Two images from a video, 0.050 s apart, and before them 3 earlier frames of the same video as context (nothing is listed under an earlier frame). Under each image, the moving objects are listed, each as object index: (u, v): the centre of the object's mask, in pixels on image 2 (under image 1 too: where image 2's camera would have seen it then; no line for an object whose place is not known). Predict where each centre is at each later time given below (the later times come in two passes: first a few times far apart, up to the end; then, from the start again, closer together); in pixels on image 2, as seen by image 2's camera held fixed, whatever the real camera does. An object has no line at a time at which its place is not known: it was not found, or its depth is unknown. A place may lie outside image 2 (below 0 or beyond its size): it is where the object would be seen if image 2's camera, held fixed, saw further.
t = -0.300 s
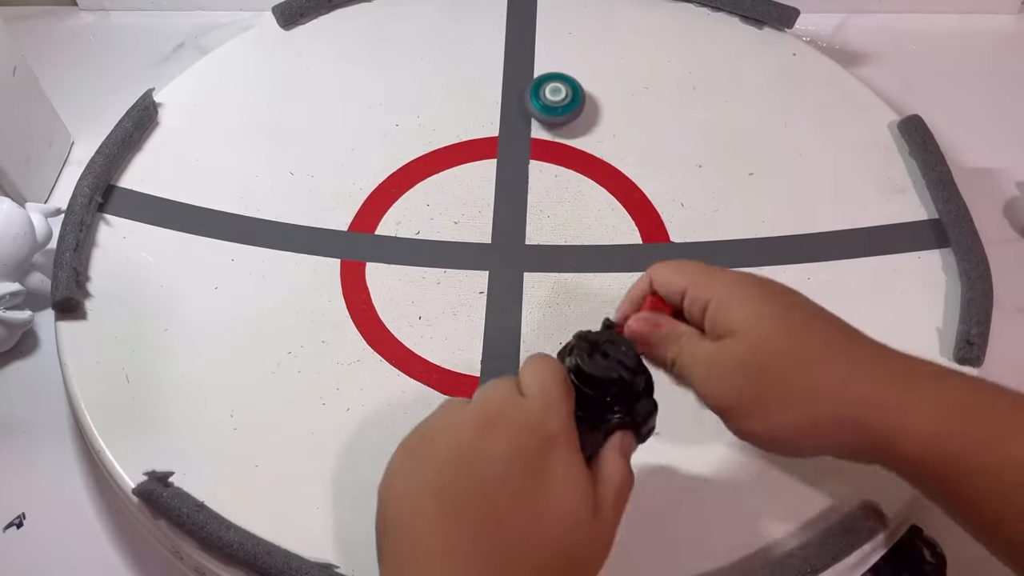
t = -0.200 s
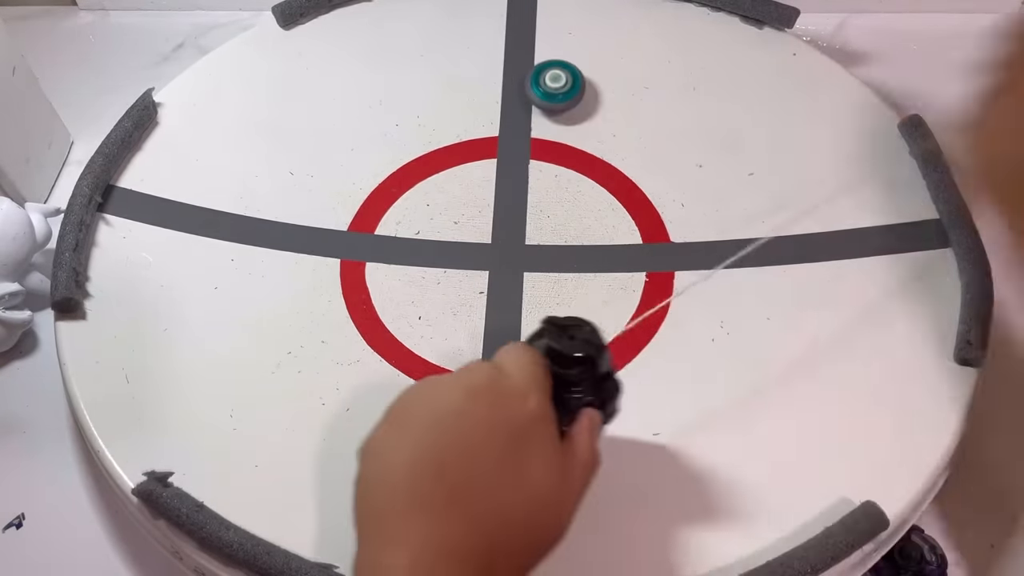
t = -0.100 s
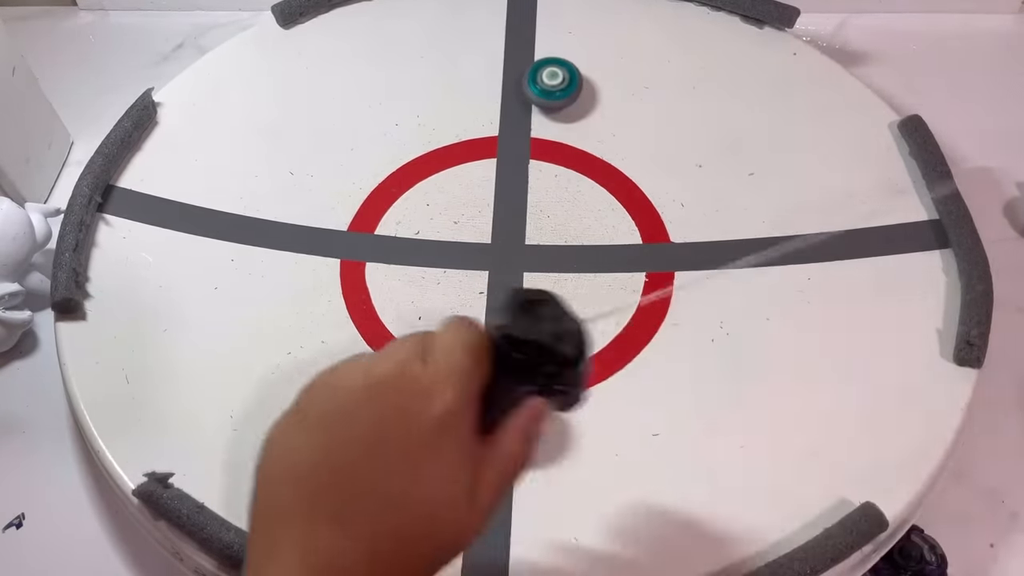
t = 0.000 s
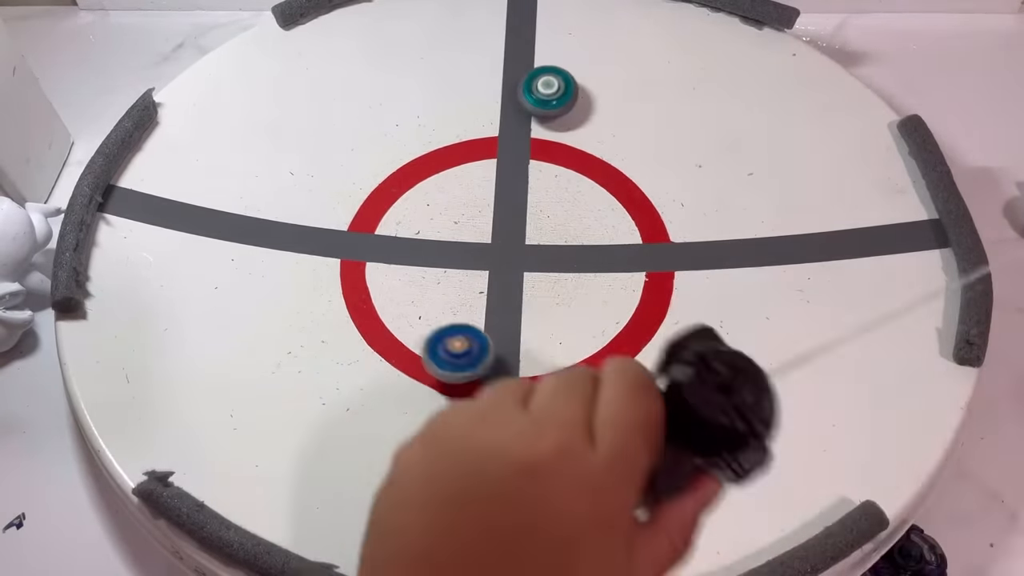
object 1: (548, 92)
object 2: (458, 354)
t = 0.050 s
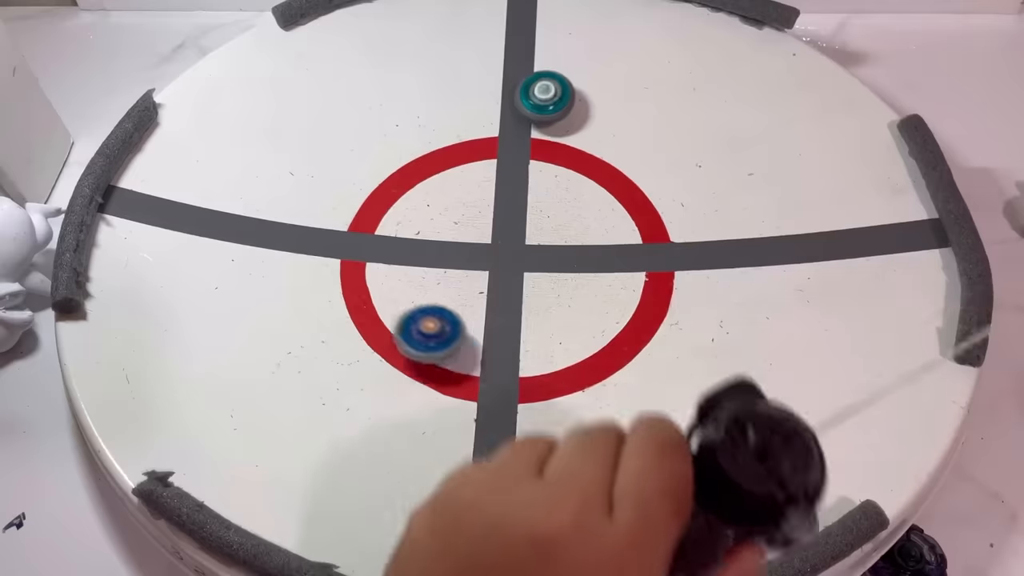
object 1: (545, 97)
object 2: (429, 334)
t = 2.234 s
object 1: (613, 348)
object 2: (441, 48)
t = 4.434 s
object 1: (585, 245)
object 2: (465, 346)
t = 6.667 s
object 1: (498, 343)
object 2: (573, 148)
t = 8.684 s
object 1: (591, 239)
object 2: (344, 242)
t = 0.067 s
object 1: (544, 99)
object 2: (418, 327)
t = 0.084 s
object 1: (544, 101)
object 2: (408, 322)
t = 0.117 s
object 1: (544, 107)
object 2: (386, 314)
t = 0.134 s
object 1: (544, 109)
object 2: (376, 312)
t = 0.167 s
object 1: (546, 114)
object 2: (350, 309)
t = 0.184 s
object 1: (547, 118)
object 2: (337, 308)
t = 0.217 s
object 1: (549, 123)
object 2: (308, 307)
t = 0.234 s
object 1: (551, 126)
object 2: (295, 307)
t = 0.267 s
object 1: (555, 132)
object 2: (270, 313)
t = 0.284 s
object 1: (558, 134)
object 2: (259, 320)
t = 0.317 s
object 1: (563, 138)
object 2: (240, 330)
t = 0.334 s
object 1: (565, 140)
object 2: (230, 339)
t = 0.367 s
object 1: (570, 145)
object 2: (218, 357)
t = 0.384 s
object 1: (571, 147)
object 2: (215, 366)
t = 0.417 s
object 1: (577, 152)
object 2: (217, 386)
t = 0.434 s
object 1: (579, 155)
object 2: (222, 396)
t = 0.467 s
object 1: (584, 161)
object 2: (240, 414)
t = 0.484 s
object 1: (587, 163)
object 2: (253, 421)
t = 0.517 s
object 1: (593, 169)
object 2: (286, 431)
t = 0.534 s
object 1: (595, 173)
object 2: (305, 433)
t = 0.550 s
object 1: (598, 175)
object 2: (325, 432)
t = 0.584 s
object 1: (603, 183)
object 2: (368, 424)
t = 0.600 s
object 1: (606, 186)
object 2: (385, 419)
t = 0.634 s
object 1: (611, 192)
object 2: (421, 399)
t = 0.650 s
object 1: (614, 195)
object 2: (436, 387)
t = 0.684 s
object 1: (619, 200)
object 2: (458, 363)
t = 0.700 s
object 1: (622, 203)
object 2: (467, 347)
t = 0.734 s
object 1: (626, 208)
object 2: (482, 314)
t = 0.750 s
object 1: (629, 211)
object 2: (486, 300)
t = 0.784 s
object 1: (636, 216)
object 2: (489, 270)
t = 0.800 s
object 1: (638, 218)
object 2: (487, 255)
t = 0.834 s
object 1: (645, 223)
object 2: (479, 225)
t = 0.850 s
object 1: (649, 226)
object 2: (474, 213)
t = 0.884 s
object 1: (660, 232)
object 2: (460, 187)
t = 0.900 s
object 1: (664, 234)
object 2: (449, 175)
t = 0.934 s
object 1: (673, 238)
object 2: (429, 153)
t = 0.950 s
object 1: (677, 241)
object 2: (417, 143)
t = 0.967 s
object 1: (680, 242)
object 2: (403, 133)
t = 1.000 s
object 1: (688, 245)
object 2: (374, 118)
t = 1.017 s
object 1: (691, 246)
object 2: (360, 111)
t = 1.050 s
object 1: (699, 249)
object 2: (328, 101)
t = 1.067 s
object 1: (702, 250)
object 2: (313, 98)
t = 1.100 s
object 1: (709, 254)
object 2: (282, 95)
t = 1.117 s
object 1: (712, 254)
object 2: (267, 95)
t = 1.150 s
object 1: (719, 257)
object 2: (236, 98)
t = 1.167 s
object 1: (721, 258)
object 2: (221, 102)
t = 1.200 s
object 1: (725, 260)
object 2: (192, 114)
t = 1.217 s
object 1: (727, 261)
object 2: (180, 122)
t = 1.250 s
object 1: (730, 263)
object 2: (161, 148)
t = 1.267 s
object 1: (731, 263)
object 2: (156, 167)
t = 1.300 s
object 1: (732, 265)
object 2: (156, 200)
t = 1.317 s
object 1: (733, 266)
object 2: (159, 215)
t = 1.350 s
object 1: (734, 267)
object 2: (175, 245)
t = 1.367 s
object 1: (734, 267)
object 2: (186, 259)
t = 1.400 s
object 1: (734, 269)
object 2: (218, 285)
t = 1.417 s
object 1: (733, 270)
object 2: (237, 295)
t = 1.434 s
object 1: (733, 271)
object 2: (256, 304)
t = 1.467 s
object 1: (731, 272)
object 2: (301, 319)
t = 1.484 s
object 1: (731, 272)
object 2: (325, 324)
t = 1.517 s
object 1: (727, 274)
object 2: (374, 329)
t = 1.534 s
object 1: (724, 274)
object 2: (396, 331)
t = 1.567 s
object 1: (721, 276)
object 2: (444, 325)
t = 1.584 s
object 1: (718, 276)
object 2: (467, 319)
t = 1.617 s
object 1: (713, 277)
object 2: (509, 306)
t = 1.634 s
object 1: (710, 278)
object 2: (530, 298)
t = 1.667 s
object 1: (704, 278)
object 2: (567, 279)
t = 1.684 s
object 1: (701, 279)
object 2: (583, 267)
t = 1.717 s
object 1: (694, 280)
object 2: (613, 242)
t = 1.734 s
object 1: (691, 281)
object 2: (626, 231)
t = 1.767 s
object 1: (684, 283)
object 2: (646, 200)
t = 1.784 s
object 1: (680, 284)
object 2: (652, 187)
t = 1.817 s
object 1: (674, 287)
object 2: (667, 159)
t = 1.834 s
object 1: (670, 288)
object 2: (671, 145)
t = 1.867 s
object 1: (663, 292)
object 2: (676, 116)
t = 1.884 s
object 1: (660, 295)
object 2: (677, 103)
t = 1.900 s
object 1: (657, 298)
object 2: (676, 89)
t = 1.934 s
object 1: (650, 306)
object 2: (671, 64)
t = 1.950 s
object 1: (647, 311)
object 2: (667, 52)
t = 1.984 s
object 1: (643, 318)
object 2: (655, 31)
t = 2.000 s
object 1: (641, 321)
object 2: (648, 22)
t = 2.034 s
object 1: (636, 327)
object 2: (632, 13)
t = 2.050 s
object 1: (634, 330)
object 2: (620, 10)
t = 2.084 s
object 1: (630, 335)
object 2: (582, 9)
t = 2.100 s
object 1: (628, 337)
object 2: (562, 9)
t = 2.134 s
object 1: (625, 339)
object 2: (524, 11)
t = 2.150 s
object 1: (623, 340)
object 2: (509, 13)
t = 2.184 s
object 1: (618, 344)
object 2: (478, 21)
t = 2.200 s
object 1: (616, 346)
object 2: (465, 27)
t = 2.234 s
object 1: (613, 348)
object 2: (441, 48)
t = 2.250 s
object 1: (611, 349)
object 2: (429, 58)
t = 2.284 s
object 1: (607, 350)
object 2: (410, 83)
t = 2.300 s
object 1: (605, 351)
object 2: (401, 96)
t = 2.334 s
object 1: (601, 352)
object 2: (387, 122)
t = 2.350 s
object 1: (601, 352)
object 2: (382, 136)
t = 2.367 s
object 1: (602, 352)
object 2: (378, 150)
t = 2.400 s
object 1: (603, 351)
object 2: (374, 178)
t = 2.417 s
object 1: (602, 350)
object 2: (373, 192)
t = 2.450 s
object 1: (599, 350)
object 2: (377, 221)
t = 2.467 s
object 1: (597, 350)
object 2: (380, 234)
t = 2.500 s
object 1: (591, 350)
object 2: (390, 260)
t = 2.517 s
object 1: (589, 349)
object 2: (398, 272)
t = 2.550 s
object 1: (584, 347)
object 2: (415, 298)
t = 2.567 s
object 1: (581, 346)
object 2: (426, 310)
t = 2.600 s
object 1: (576, 346)
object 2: (450, 335)
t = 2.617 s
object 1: (573, 345)
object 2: (465, 346)
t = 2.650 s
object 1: (567, 343)
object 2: (495, 365)
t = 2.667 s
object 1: (587, 335)
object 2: (486, 379)
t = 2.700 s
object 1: (625, 319)
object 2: (470, 406)
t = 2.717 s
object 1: (641, 311)
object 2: (465, 418)
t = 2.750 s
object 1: (669, 295)
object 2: (464, 445)
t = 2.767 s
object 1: (680, 286)
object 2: (467, 458)
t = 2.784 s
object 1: (689, 278)
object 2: (473, 471)
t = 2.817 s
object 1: (702, 261)
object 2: (492, 497)
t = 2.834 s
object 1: (707, 254)
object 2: (504, 509)
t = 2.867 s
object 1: (713, 241)
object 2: (533, 526)
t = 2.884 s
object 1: (714, 235)
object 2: (549, 536)
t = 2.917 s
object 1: (710, 223)
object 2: (582, 545)
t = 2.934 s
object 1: (706, 217)
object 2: (599, 548)
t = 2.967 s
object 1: (697, 205)
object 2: (636, 549)
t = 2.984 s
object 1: (690, 200)
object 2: (664, 545)
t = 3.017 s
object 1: (677, 190)
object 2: (712, 531)
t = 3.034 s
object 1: (669, 185)
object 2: (732, 518)
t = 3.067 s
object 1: (653, 175)
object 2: (762, 490)
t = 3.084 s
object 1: (644, 170)
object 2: (774, 474)
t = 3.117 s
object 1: (626, 162)
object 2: (790, 442)
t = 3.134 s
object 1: (616, 159)
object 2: (795, 425)
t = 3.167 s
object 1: (597, 152)
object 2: (798, 394)
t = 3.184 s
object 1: (588, 149)
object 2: (797, 378)
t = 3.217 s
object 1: (571, 146)
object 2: (792, 347)
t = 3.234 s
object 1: (562, 144)
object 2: (787, 332)
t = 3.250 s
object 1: (553, 143)
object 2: (781, 317)
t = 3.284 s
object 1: (535, 140)
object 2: (766, 290)
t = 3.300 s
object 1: (525, 140)
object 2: (758, 276)
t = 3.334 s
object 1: (506, 139)
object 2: (739, 251)
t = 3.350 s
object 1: (498, 140)
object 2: (730, 240)
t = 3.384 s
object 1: (476, 140)
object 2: (708, 218)
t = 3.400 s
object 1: (466, 141)
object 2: (694, 209)
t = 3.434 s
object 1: (448, 144)
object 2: (669, 190)
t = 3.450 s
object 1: (440, 147)
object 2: (655, 181)
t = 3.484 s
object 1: (422, 151)
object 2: (630, 166)
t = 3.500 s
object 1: (414, 154)
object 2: (618, 160)
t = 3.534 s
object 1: (396, 161)
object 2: (591, 148)
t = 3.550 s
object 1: (388, 165)
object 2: (577, 143)
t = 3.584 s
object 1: (372, 176)
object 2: (550, 133)
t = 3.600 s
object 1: (365, 181)
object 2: (536, 129)
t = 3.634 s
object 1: (354, 194)
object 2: (506, 123)
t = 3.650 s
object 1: (350, 200)
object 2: (493, 120)
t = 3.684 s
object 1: (341, 211)
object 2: (466, 119)
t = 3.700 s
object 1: (337, 217)
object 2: (451, 119)
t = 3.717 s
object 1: (334, 222)
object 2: (438, 119)
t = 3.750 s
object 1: (332, 234)
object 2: (411, 118)
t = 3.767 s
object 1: (331, 241)
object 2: (397, 119)
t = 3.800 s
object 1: (332, 254)
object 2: (371, 121)
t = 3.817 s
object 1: (334, 260)
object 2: (358, 123)
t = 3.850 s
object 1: (341, 273)
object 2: (332, 129)
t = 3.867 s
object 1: (346, 279)
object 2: (320, 133)
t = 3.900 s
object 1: (358, 290)
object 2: (296, 143)
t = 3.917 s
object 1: (364, 296)
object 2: (286, 149)
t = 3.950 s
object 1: (379, 306)
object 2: (266, 162)
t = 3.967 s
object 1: (387, 309)
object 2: (256, 171)
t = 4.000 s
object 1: (404, 316)
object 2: (241, 186)
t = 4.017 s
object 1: (413, 318)
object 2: (235, 196)
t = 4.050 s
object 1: (432, 321)
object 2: (227, 216)
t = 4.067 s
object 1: (441, 322)
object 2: (224, 224)
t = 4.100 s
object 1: (458, 322)
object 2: (224, 244)
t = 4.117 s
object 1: (466, 320)
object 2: (225, 256)
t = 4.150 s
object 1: (484, 316)
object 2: (233, 277)
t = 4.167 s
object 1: (493, 315)
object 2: (239, 288)
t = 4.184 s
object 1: (503, 312)
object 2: (247, 298)
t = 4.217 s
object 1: (519, 306)
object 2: (267, 317)
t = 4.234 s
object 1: (526, 302)
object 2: (279, 326)
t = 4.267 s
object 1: (540, 294)
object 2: (305, 339)
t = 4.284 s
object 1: (546, 290)
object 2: (321, 344)
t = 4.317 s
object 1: (558, 280)
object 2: (354, 352)
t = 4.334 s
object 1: (564, 274)
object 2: (370, 356)
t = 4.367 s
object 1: (573, 264)
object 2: (404, 358)
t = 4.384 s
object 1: (577, 258)
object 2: (421, 356)
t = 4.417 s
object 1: (584, 250)
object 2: (450, 351)
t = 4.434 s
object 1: (585, 245)
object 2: (465, 346)
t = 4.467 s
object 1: (587, 237)
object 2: (493, 336)
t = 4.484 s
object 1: (586, 231)
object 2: (507, 330)
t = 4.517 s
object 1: (586, 222)
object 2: (530, 317)
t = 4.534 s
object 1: (585, 218)
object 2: (542, 309)
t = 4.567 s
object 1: (585, 210)
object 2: (564, 293)
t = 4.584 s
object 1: (584, 206)
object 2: (574, 282)
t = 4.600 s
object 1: (583, 203)
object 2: (583, 273)
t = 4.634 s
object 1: (580, 194)
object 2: (597, 255)
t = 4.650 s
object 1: (579, 191)
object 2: (603, 247)
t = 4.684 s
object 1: (574, 184)
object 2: (613, 228)
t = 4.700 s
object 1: (570, 179)
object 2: (619, 223)
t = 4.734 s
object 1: (556, 162)
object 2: (632, 217)
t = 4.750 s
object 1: (550, 156)
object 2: (639, 213)
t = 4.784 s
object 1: (537, 146)
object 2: (653, 204)
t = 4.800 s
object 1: (532, 142)
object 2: (658, 197)
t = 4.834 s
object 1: (522, 137)
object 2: (667, 185)
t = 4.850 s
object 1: (517, 135)
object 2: (671, 178)
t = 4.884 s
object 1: (506, 131)
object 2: (678, 165)
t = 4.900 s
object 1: (500, 130)
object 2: (680, 158)
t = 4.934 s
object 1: (490, 131)
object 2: (681, 144)
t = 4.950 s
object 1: (486, 131)
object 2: (681, 137)
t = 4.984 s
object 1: (479, 132)
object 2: (678, 123)
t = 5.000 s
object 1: (475, 133)
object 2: (676, 119)
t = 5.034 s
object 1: (466, 136)
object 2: (668, 107)
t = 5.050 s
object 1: (463, 138)
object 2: (663, 103)
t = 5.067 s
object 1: (461, 139)
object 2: (657, 97)
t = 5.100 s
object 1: (456, 143)
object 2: (642, 92)
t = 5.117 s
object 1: (454, 145)
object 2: (634, 90)
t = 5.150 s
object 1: (449, 149)
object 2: (617, 88)
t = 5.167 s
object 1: (447, 151)
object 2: (608, 88)
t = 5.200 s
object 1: (443, 155)
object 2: (589, 92)
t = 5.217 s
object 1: (441, 157)
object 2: (580, 95)
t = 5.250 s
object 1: (439, 162)
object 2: (564, 103)
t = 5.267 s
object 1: (438, 165)
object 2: (557, 108)
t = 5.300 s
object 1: (437, 171)
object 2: (543, 120)
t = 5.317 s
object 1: (437, 173)
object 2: (537, 128)
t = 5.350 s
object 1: (437, 178)
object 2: (529, 144)
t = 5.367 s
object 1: (438, 181)
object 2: (526, 151)
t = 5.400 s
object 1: (439, 188)
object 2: (519, 165)
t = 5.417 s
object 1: (440, 192)
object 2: (517, 174)
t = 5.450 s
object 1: (443, 199)
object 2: (515, 191)
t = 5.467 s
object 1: (444, 203)
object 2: (515, 199)
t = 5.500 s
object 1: (448, 210)
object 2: (517, 216)
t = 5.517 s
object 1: (449, 213)
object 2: (519, 224)
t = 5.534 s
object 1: (452, 217)
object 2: (522, 233)
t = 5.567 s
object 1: (457, 223)
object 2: (530, 248)
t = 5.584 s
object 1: (459, 226)
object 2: (535, 256)
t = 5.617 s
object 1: (465, 232)
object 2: (545, 269)
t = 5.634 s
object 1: (468, 235)
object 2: (552, 277)
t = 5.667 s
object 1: (476, 240)
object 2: (567, 289)
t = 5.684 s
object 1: (479, 241)
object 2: (576, 294)
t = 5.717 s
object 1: (486, 245)
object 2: (594, 309)
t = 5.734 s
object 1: (491, 247)
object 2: (603, 311)
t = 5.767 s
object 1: (498, 250)
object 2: (624, 318)
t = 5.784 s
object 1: (502, 252)
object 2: (632, 321)
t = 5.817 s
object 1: (510, 254)
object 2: (652, 324)
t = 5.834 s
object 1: (514, 256)
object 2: (661, 324)
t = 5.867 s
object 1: (522, 257)
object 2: (681, 325)
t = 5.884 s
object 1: (527, 258)
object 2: (690, 325)
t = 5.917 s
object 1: (534, 259)
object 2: (709, 323)
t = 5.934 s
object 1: (539, 260)
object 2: (718, 321)
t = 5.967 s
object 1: (548, 261)
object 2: (733, 315)
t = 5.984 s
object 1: (553, 262)
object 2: (741, 311)
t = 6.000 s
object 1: (557, 261)
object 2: (747, 306)
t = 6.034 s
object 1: (567, 260)
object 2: (757, 296)
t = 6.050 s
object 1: (571, 261)
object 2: (760, 288)
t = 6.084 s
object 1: (577, 260)
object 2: (761, 274)
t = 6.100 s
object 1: (580, 260)
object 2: (759, 267)
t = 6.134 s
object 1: (585, 260)
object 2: (752, 255)
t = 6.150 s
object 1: (587, 260)
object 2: (747, 249)
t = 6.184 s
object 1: (591, 260)
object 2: (736, 239)
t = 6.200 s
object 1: (594, 259)
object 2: (728, 235)
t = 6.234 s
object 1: (598, 259)
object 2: (712, 228)
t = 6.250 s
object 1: (600, 259)
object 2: (702, 226)
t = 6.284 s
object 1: (605, 259)
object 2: (684, 223)
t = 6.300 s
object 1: (607, 258)
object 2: (675, 223)
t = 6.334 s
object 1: (600, 262)
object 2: (671, 216)
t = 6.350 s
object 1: (587, 269)
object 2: (676, 209)
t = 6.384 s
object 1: (564, 281)
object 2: (680, 195)
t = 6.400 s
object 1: (554, 286)
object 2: (680, 190)
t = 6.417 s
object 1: (545, 290)
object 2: (678, 184)
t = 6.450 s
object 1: (527, 298)
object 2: (672, 172)
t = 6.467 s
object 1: (520, 301)
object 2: (669, 168)
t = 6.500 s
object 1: (507, 309)
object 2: (657, 159)
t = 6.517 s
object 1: (502, 313)
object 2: (650, 154)
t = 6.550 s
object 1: (494, 319)
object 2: (634, 148)
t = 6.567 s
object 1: (492, 324)
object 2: (626, 146)
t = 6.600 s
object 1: (490, 331)
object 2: (609, 144)
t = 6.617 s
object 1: (491, 334)
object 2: (599, 143)
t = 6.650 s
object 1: (495, 340)
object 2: (582, 146)
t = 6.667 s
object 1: (498, 343)
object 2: (573, 148)
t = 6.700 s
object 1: (504, 348)
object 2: (557, 154)
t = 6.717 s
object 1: (507, 350)
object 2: (550, 158)
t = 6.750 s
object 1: (514, 354)
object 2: (535, 164)
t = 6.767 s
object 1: (517, 355)
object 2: (527, 169)
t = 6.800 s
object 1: (523, 357)
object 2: (513, 178)
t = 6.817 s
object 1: (525, 358)
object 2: (506, 184)
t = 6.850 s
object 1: (532, 359)
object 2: (496, 196)
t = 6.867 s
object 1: (535, 359)
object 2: (491, 202)
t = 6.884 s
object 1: (538, 359)
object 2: (487, 209)
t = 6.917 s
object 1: (545, 359)
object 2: (480, 223)
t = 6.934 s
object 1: (547, 359)
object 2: (477, 229)
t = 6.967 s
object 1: (549, 359)
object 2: (473, 243)
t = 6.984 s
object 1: (551, 360)
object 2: (472, 249)
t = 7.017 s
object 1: (555, 359)
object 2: (473, 265)
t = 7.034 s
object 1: (557, 358)
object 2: (475, 272)
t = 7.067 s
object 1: (561, 357)
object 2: (480, 287)
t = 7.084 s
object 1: (563, 356)
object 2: (484, 294)
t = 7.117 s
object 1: (567, 354)
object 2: (491, 307)
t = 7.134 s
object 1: (568, 353)
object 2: (497, 312)
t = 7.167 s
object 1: (579, 355)
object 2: (503, 318)
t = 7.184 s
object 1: (598, 364)
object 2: (492, 313)
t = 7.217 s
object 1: (638, 381)
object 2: (476, 305)
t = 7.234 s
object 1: (657, 388)
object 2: (468, 304)
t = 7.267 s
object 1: (691, 398)
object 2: (455, 300)
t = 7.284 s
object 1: (706, 401)
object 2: (449, 300)
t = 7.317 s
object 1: (734, 404)
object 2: (437, 299)
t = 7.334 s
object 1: (746, 405)
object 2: (431, 299)
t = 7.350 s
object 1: (757, 403)
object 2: (425, 299)
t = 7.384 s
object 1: (775, 397)
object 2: (416, 300)
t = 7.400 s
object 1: (782, 393)
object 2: (412, 301)
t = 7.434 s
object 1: (794, 383)
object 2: (406, 303)
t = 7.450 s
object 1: (799, 379)
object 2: (403, 304)
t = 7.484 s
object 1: (806, 368)
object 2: (401, 306)
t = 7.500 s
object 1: (809, 362)
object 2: (399, 306)
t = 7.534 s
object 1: (814, 351)
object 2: (397, 307)
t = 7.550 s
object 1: (816, 345)
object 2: (395, 308)
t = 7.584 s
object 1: (818, 332)
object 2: (395, 309)
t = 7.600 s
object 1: (818, 326)
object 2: (397, 309)
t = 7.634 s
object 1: (818, 314)
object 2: (402, 308)
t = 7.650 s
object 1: (817, 308)
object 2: (405, 307)
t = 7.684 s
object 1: (814, 296)
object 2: (411, 304)
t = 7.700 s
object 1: (811, 290)
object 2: (415, 303)
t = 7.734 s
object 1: (804, 279)
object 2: (424, 298)
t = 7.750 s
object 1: (799, 272)
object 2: (428, 295)
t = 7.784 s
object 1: (787, 258)
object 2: (436, 288)
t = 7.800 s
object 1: (779, 251)
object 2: (439, 284)
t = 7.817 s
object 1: (772, 245)
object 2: (443, 279)
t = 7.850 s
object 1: (758, 233)
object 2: (448, 270)
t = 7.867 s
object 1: (751, 228)
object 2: (451, 265)
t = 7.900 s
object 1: (735, 219)
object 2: (454, 253)
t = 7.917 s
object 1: (727, 214)
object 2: (455, 248)
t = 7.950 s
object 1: (712, 209)
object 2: (457, 237)
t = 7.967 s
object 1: (704, 206)
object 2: (456, 232)
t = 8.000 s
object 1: (688, 202)
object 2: (454, 221)
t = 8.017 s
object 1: (678, 199)
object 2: (452, 216)
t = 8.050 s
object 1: (660, 196)
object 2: (449, 208)
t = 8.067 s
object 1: (651, 194)
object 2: (447, 203)
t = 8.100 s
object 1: (634, 190)
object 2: (443, 195)
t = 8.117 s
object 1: (625, 189)
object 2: (440, 192)
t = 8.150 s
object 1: (608, 186)
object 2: (433, 186)
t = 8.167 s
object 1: (600, 186)
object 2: (430, 184)
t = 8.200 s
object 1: (584, 185)
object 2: (425, 181)
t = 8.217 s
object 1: (577, 185)
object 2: (423, 180)
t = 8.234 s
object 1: (570, 185)
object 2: (422, 179)
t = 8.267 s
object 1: (557, 186)
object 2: (419, 178)
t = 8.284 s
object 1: (550, 187)
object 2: (417, 179)
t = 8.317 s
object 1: (536, 189)
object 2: (416, 182)
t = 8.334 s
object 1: (530, 191)
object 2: (416, 184)
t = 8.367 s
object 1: (517, 193)
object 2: (418, 187)
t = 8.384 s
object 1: (510, 194)
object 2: (419, 189)
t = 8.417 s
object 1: (498, 196)
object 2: (422, 193)
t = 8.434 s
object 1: (493, 198)
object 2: (424, 194)
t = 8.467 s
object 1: (510, 204)
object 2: (400, 196)
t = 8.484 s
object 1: (521, 208)
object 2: (389, 196)
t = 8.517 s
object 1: (540, 215)
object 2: (372, 200)
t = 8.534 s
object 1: (549, 219)
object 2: (366, 202)
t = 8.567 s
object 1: (562, 225)
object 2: (355, 208)
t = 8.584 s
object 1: (568, 229)
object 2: (351, 212)
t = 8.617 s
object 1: (579, 233)
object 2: (345, 221)
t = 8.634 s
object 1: (583, 235)
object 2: (343, 227)
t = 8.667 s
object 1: (590, 238)
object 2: (343, 236)
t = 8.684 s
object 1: (591, 239)
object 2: (344, 242)
